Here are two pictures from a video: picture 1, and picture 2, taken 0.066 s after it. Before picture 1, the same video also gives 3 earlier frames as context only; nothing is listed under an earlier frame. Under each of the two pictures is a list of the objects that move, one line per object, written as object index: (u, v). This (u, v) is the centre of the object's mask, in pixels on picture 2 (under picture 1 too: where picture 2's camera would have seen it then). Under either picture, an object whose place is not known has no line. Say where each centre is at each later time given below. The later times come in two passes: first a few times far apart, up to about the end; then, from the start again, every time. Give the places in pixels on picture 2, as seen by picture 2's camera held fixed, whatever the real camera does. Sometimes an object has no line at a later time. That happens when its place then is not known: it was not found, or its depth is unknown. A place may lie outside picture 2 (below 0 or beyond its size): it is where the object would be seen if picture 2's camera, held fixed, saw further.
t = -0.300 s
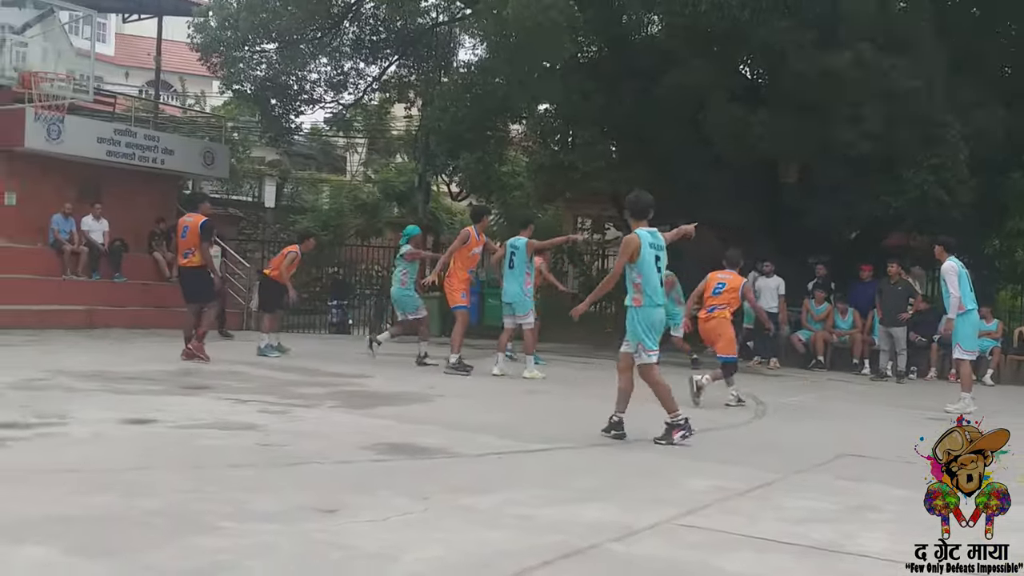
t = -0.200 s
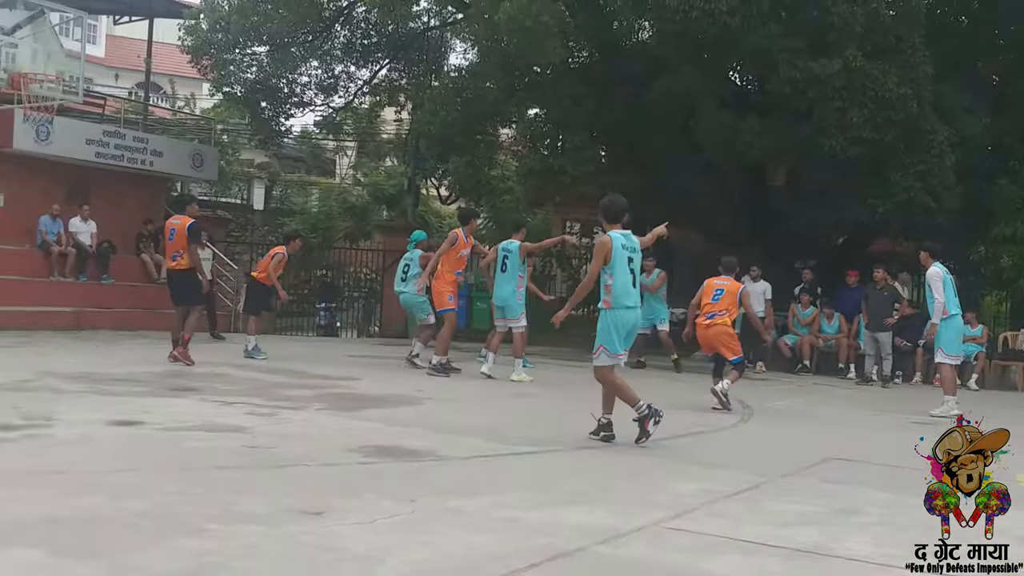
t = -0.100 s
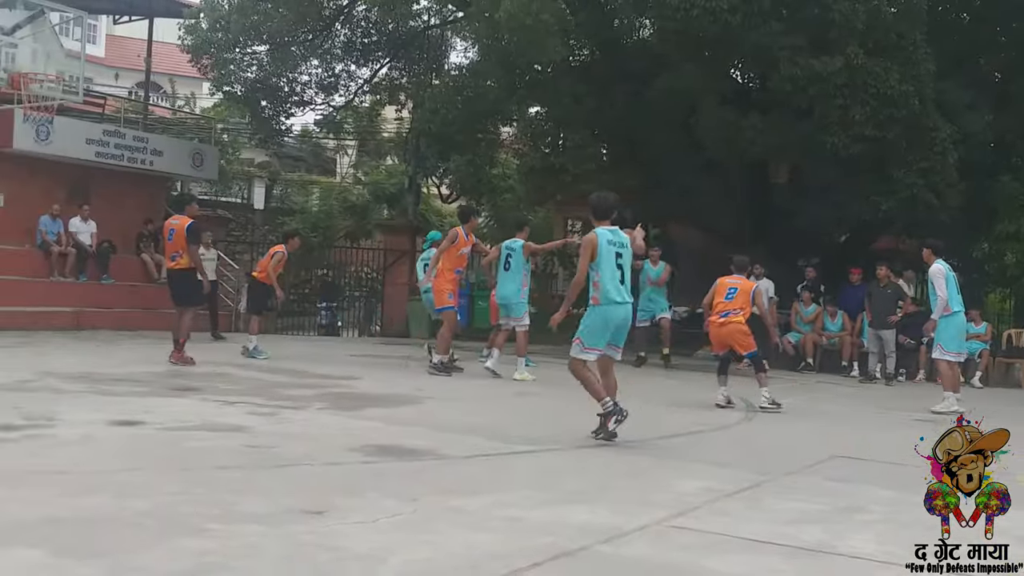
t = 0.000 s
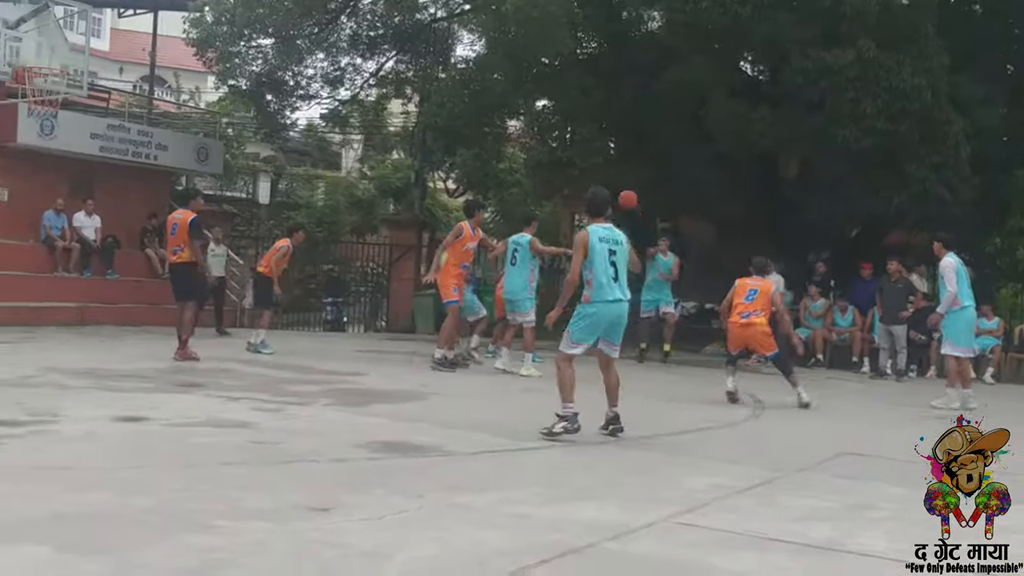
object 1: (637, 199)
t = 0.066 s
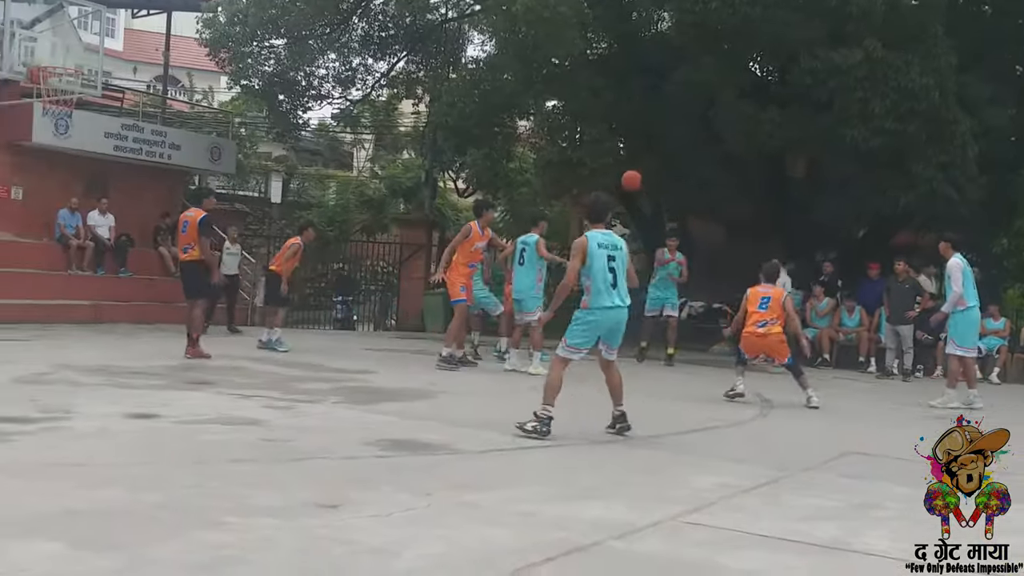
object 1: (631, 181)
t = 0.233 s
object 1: (613, 141)
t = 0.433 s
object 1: (583, 115)
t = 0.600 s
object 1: (547, 126)
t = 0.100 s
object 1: (628, 172)
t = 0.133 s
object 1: (624, 163)
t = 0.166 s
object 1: (620, 155)
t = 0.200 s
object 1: (617, 148)
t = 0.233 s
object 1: (613, 141)
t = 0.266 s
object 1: (609, 135)
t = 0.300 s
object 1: (605, 130)
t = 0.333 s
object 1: (600, 125)
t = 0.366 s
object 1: (595, 120)
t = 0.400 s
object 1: (590, 117)
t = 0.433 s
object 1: (583, 115)
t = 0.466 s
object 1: (578, 115)
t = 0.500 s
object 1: (571, 116)
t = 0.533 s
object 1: (562, 117)
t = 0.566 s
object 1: (555, 121)
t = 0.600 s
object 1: (547, 126)
